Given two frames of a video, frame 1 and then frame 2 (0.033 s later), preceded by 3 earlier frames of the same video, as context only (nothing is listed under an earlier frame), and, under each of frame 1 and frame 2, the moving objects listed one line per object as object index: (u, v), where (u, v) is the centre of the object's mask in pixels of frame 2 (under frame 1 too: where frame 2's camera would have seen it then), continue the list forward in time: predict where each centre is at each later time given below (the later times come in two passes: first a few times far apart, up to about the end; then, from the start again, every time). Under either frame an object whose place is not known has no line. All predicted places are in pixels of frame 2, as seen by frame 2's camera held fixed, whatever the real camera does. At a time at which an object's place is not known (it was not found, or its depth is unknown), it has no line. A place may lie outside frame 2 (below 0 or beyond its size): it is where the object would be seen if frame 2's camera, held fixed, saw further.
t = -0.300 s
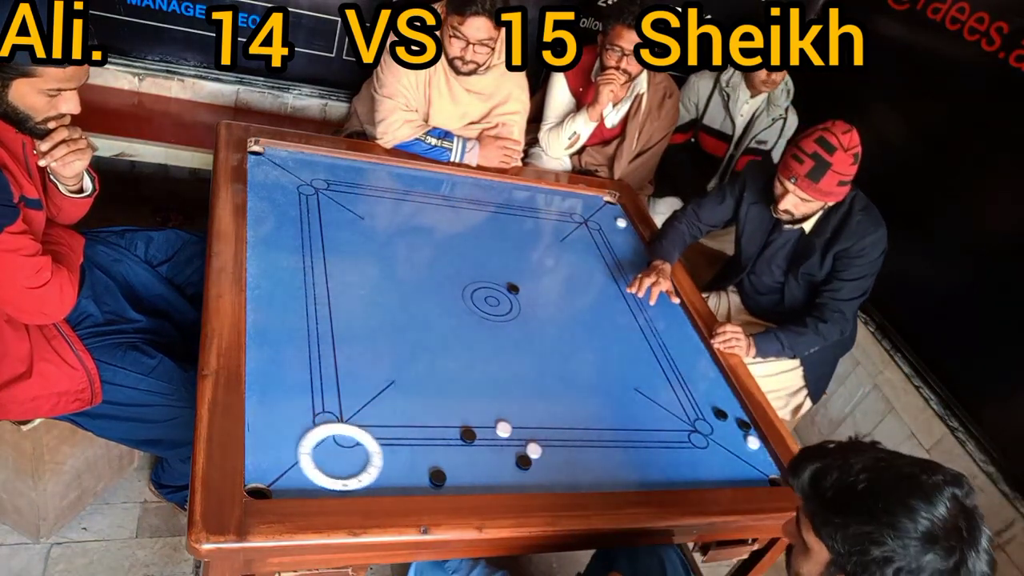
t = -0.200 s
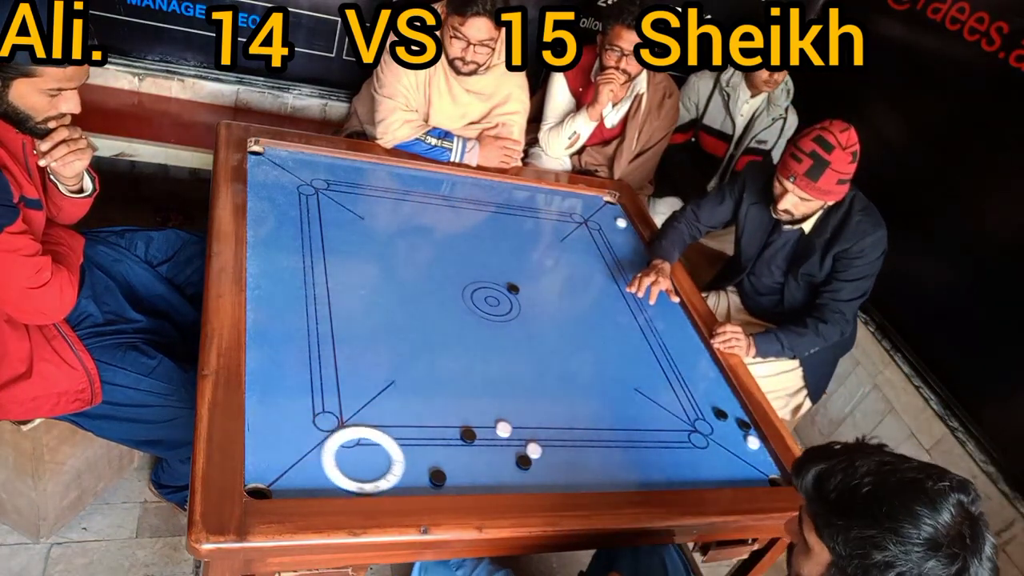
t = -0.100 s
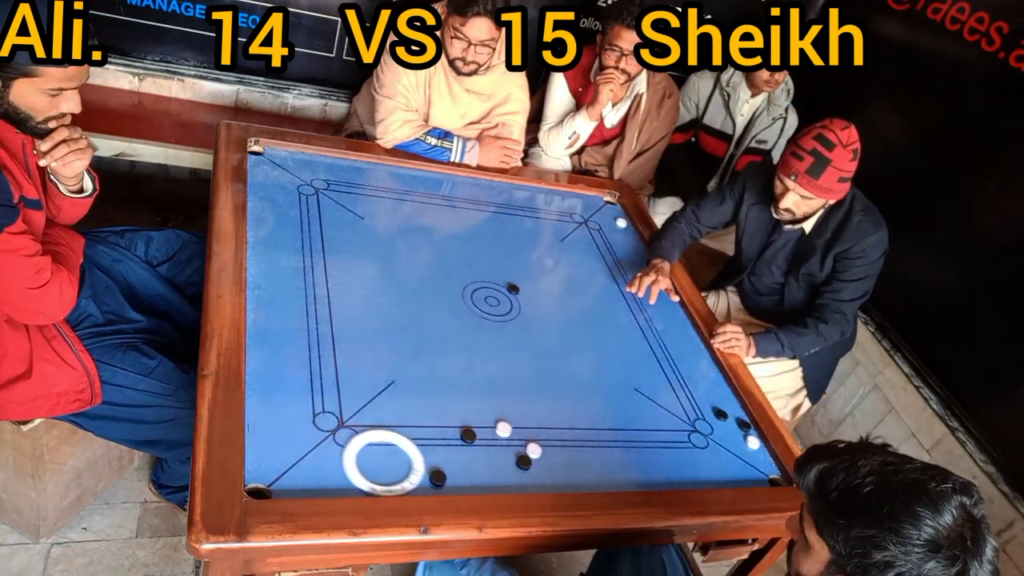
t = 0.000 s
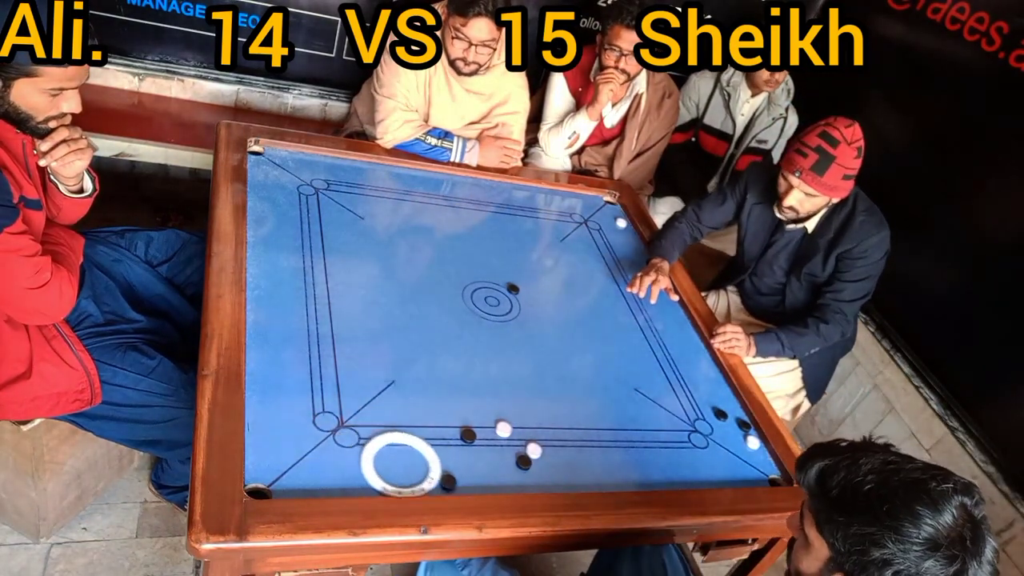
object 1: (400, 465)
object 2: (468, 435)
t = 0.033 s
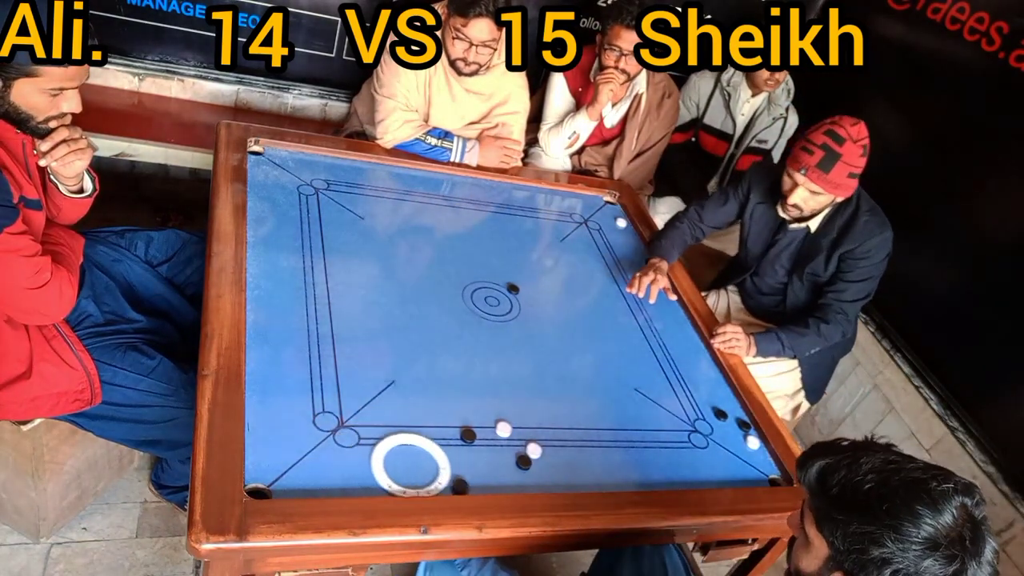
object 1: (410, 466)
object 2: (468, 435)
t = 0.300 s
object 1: (445, 467)
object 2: (468, 435)
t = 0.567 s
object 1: (475, 466)
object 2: (477, 422)
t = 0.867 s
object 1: (493, 465)
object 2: (484, 413)
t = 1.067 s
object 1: (503, 464)
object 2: (488, 410)
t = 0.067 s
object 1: (415, 466)
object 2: (468, 435)
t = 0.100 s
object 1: (419, 466)
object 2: (468, 435)
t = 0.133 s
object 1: (424, 467)
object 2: (468, 435)
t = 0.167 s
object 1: (429, 467)
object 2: (468, 435)
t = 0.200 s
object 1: (433, 467)
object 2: (468, 435)
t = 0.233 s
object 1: (437, 467)
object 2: (468, 435)
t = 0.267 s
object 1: (441, 467)
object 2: (468, 435)
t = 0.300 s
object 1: (445, 467)
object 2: (468, 435)
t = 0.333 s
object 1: (449, 466)
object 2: (468, 434)
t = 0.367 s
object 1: (453, 466)
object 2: (469, 433)
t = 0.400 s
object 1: (456, 466)
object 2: (470, 431)
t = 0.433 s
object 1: (459, 466)
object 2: (472, 430)
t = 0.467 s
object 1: (466, 466)
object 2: (473, 426)
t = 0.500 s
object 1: (469, 466)
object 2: (475, 424)
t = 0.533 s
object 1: (472, 466)
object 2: (476, 423)
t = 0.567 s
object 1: (475, 466)
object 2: (477, 422)
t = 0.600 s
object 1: (478, 466)
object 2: (478, 420)
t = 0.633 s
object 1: (480, 466)
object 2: (479, 419)
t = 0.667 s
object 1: (483, 466)
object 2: (480, 418)
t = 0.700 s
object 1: (485, 466)
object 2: (480, 417)
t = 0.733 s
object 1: (486, 465)
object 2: (481, 416)
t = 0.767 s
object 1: (488, 465)
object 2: (482, 415)
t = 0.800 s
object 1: (490, 465)
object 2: (482, 415)
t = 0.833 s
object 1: (491, 465)
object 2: (483, 414)
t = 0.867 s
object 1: (493, 465)
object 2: (484, 413)
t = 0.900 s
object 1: (496, 464)
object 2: (485, 412)
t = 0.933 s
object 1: (497, 464)
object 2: (486, 412)
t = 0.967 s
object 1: (499, 464)
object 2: (486, 411)
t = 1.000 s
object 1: (500, 464)
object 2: (487, 411)
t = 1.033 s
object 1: (501, 464)
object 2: (487, 410)
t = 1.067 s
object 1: (503, 464)
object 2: (488, 410)
